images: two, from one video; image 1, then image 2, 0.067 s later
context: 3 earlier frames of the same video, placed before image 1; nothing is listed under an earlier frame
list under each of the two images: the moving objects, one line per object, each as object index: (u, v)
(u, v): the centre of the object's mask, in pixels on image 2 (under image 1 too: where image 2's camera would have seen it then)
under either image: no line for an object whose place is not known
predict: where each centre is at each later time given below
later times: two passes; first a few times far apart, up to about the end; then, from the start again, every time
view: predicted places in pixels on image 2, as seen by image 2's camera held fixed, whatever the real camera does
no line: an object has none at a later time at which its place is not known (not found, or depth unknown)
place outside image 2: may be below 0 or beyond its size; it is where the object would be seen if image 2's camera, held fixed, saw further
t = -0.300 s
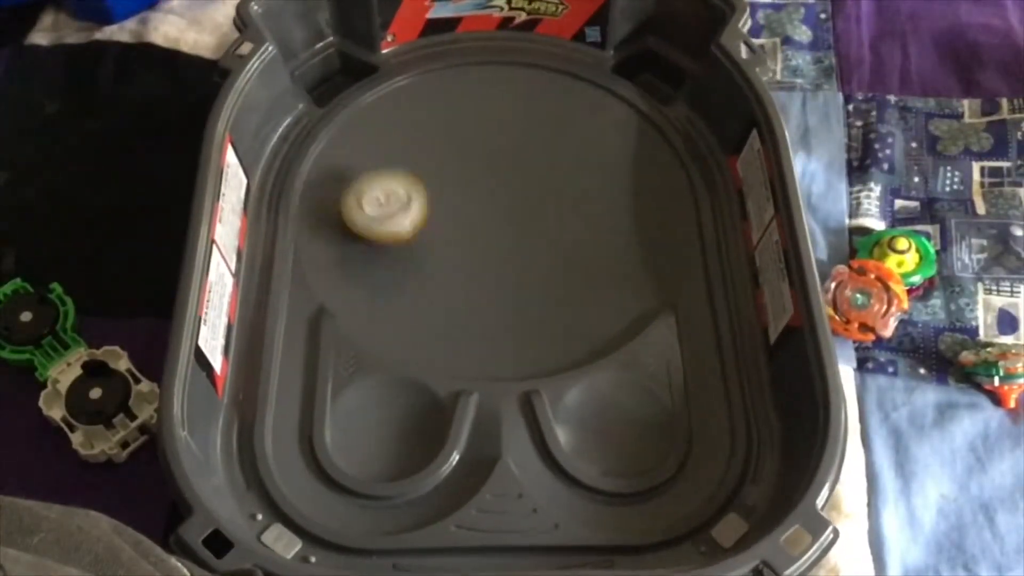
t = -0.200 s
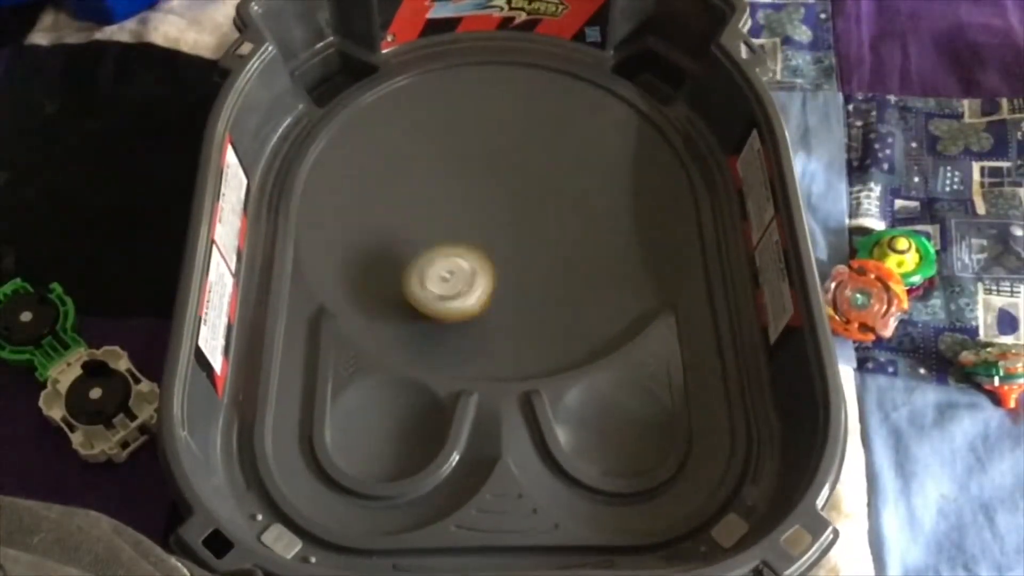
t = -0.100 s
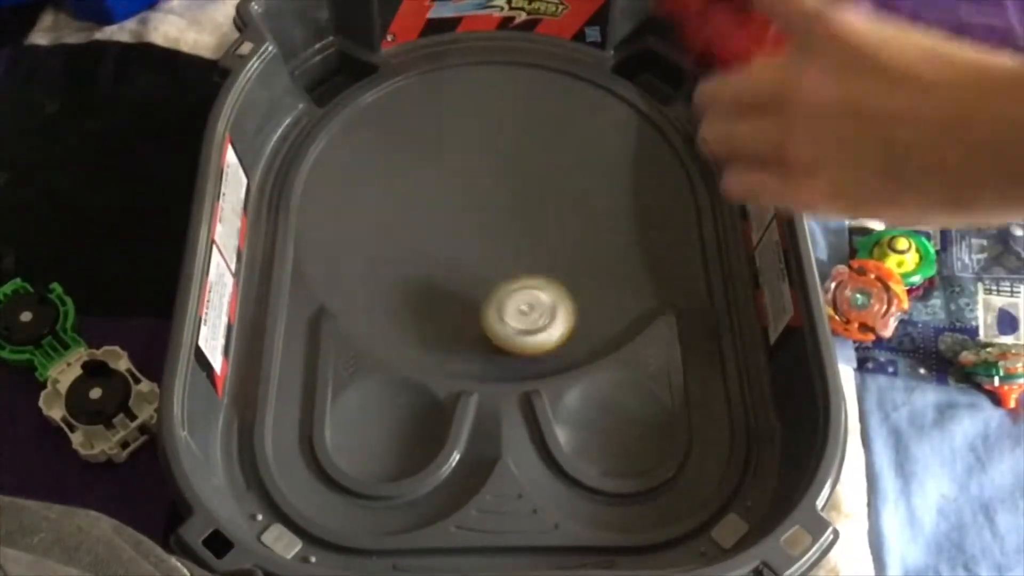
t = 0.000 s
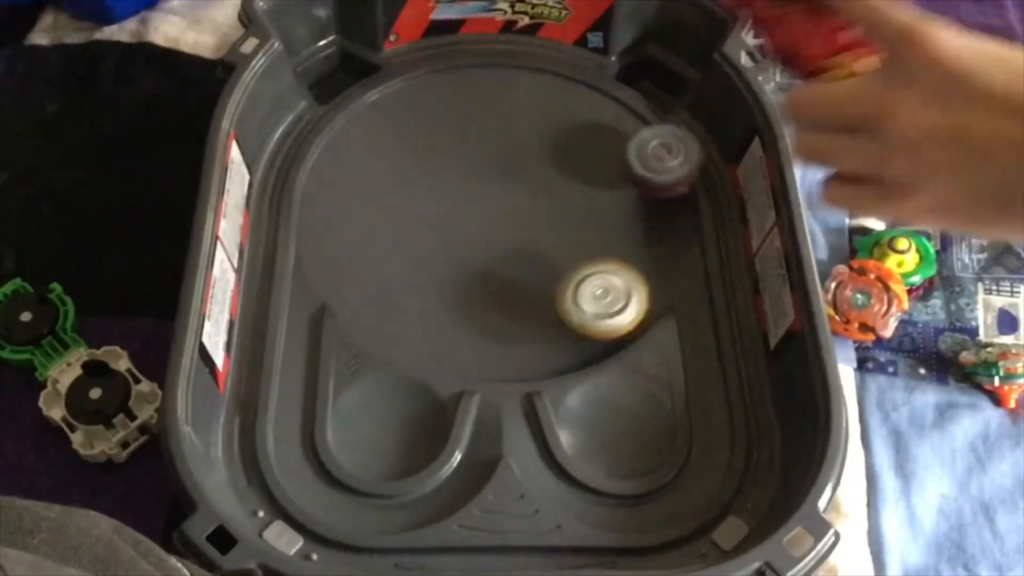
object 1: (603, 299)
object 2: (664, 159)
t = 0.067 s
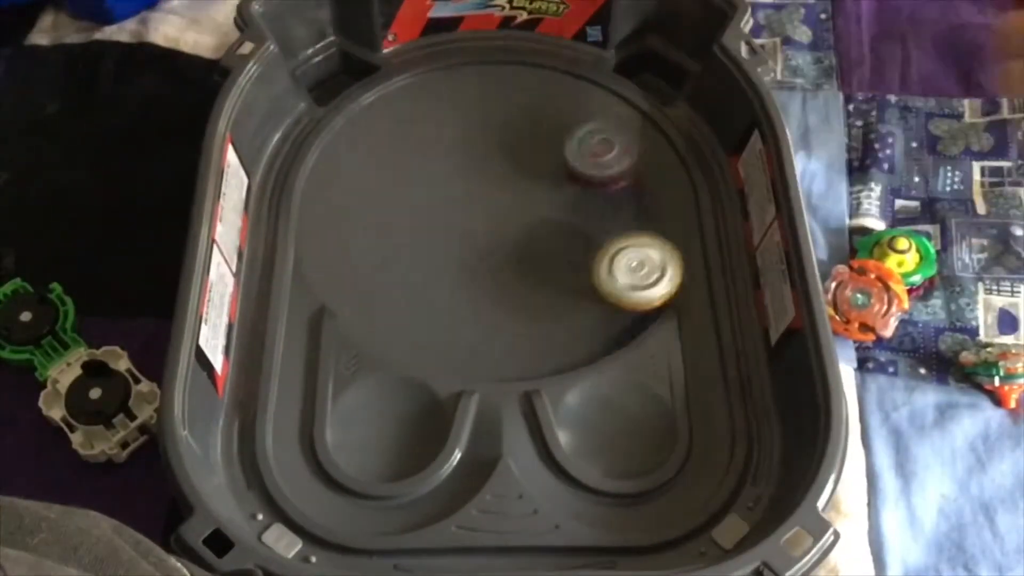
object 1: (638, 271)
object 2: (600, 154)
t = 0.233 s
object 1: (652, 190)
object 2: (483, 185)
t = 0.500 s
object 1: (484, 125)
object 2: (485, 308)
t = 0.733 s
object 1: (382, 240)
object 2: (605, 301)
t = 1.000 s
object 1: (526, 294)
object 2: (576, 193)
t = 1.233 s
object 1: (564, 207)
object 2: (439, 174)
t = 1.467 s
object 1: (463, 173)
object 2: (372, 250)
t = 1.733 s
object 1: (418, 253)
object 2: (482, 308)
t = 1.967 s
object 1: (502, 247)
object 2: (599, 234)
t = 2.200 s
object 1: (498, 179)
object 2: (548, 119)
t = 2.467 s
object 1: (427, 186)
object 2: (402, 96)
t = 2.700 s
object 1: (476, 212)
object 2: (369, 192)
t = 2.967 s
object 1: (504, 157)
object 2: (503, 256)
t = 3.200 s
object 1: (479, 165)
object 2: (616, 196)
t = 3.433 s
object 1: (494, 173)
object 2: (602, 101)
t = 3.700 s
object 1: (531, 176)
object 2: (495, 95)
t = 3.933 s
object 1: (535, 200)
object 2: (433, 168)
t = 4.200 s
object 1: (563, 198)
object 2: (471, 252)
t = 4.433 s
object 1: (558, 193)
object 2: (550, 270)
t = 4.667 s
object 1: (540, 188)
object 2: (601, 239)
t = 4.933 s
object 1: (514, 195)
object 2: (602, 194)
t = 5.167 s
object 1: (493, 218)
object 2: (565, 171)
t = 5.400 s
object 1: (475, 231)
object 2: (520, 170)
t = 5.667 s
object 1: (454, 242)
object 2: (498, 169)
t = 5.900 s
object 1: (453, 249)
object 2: (477, 173)
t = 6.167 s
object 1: (463, 250)
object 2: (494, 167)
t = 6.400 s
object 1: (481, 231)
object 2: (509, 156)
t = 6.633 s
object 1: (470, 224)
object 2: (534, 132)
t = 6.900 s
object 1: (477, 217)
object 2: (542, 116)
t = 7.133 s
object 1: (490, 200)
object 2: (542, 133)
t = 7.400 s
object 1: (468, 209)
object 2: (578, 150)
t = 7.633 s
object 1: (466, 219)
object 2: (587, 173)
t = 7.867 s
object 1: (480, 220)
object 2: (582, 209)
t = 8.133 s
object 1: (486, 203)
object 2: (576, 249)
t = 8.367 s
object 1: (489, 185)
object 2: (562, 263)
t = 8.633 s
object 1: (494, 171)
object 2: (521, 257)
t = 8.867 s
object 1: (503, 166)
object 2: (472, 236)
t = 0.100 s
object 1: (649, 258)
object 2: (572, 157)
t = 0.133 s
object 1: (657, 241)
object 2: (545, 160)
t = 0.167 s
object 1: (659, 225)
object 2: (522, 165)
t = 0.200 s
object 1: (658, 207)
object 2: (500, 173)
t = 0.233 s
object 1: (652, 190)
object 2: (483, 185)
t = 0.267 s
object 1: (641, 173)
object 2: (471, 200)
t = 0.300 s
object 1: (627, 158)
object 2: (461, 216)
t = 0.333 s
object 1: (609, 145)
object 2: (454, 233)
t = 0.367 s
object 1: (587, 133)
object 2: (451, 250)
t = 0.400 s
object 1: (563, 127)
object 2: (451, 266)
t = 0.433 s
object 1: (537, 122)
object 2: (458, 282)
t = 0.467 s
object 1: (510, 121)
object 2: (470, 297)
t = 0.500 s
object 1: (484, 125)
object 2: (485, 308)
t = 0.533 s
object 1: (459, 133)
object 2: (503, 315)
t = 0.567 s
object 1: (436, 143)
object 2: (522, 320)
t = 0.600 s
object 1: (415, 158)
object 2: (541, 321)
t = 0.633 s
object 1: (399, 175)
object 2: (561, 322)
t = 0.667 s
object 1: (388, 195)
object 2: (579, 316)
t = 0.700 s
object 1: (381, 218)
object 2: (592, 309)
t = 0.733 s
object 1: (382, 240)
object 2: (605, 301)
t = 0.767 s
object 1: (389, 260)
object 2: (614, 288)
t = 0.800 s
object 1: (403, 278)
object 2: (620, 275)
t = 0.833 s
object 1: (421, 292)
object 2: (622, 260)
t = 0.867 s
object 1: (443, 301)
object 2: (621, 246)
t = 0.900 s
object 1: (465, 305)
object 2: (616, 233)
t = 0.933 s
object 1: (487, 305)
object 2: (606, 219)
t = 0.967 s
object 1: (507, 302)
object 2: (592, 206)
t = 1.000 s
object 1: (526, 294)
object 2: (576, 193)
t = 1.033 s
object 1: (542, 285)
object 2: (558, 183)
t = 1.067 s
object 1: (555, 272)
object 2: (540, 176)
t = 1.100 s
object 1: (565, 259)
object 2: (520, 171)
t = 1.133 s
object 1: (571, 245)
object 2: (499, 170)
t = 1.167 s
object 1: (572, 232)
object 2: (479, 169)
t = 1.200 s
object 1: (571, 219)
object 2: (459, 171)
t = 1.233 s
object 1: (564, 207)
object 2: (439, 174)
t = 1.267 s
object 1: (555, 196)
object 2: (421, 181)
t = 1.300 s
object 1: (542, 187)
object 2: (405, 189)
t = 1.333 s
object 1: (528, 180)
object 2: (392, 199)
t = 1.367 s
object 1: (512, 174)
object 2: (381, 211)
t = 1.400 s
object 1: (496, 172)
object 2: (375, 224)
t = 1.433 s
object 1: (480, 171)
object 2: (372, 236)
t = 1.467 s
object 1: (463, 173)
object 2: (372, 250)
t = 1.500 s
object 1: (448, 177)
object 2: (376, 263)
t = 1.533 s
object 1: (435, 184)
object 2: (382, 278)
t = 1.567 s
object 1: (423, 192)
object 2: (393, 287)
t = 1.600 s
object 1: (415, 203)
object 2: (407, 296)
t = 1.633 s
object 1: (410, 216)
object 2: (422, 302)
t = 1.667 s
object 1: (408, 229)
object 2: (441, 307)
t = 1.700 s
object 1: (412, 243)
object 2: (459, 307)
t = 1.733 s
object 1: (418, 253)
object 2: (482, 308)
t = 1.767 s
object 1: (425, 256)
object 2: (506, 310)
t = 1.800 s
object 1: (436, 258)
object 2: (528, 306)
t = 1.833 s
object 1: (449, 259)
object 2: (549, 297)
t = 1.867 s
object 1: (465, 259)
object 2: (568, 284)
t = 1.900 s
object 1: (480, 257)
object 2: (583, 270)
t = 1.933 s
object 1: (492, 253)
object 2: (593, 253)
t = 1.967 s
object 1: (502, 247)
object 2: (599, 234)
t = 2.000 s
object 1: (508, 239)
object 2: (602, 216)
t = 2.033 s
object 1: (512, 230)
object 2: (600, 196)
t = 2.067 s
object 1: (513, 220)
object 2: (596, 177)
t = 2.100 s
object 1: (512, 209)
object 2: (589, 160)
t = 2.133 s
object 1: (509, 199)
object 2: (579, 146)
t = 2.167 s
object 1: (504, 189)
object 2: (564, 129)
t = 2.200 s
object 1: (498, 179)
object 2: (548, 119)
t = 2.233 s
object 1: (491, 170)
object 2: (530, 106)
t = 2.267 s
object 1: (481, 164)
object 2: (511, 98)
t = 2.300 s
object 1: (469, 162)
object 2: (493, 90)
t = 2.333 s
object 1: (457, 162)
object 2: (474, 85)
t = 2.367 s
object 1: (445, 164)
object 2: (454, 84)
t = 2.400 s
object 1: (436, 170)
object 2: (436, 85)
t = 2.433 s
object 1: (429, 177)
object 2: (417, 89)
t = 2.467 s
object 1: (427, 186)
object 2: (402, 96)
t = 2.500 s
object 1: (429, 196)
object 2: (388, 105)
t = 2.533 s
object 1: (436, 204)
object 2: (376, 117)
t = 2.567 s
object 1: (444, 209)
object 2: (367, 130)
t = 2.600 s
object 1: (454, 212)
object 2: (363, 143)
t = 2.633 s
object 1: (462, 213)
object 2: (361, 159)
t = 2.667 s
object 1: (470, 214)
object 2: (362, 175)
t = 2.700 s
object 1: (476, 212)
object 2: (369, 192)
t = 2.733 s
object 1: (483, 207)
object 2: (378, 206)
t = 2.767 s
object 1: (491, 201)
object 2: (390, 220)
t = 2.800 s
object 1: (498, 193)
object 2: (405, 231)
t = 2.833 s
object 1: (504, 185)
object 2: (421, 241)
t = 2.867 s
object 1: (508, 177)
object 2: (440, 248)
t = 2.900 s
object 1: (509, 169)
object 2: (460, 253)
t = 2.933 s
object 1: (508, 163)
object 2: (481, 255)
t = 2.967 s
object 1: (504, 157)
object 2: (503, 256)
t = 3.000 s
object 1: (499, 154)
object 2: (524, 253)
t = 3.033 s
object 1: (492, 152)
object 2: (543, 248)
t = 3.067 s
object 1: (486, 154)
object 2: (562, 242)
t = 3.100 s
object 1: (481, 156)
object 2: (579, 232)
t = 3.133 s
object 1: (479, 159)
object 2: (594, 221)
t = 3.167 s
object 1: (478, 162)
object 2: (607, 208)
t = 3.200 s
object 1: (479, 165)
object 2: (616, 196)
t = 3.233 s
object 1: (479, 168)
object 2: (623, 180)
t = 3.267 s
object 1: (481, 170)
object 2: (625, 166)
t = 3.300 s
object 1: (483, 172)
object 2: (626, 151)
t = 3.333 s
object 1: (485, 174)
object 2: (624, 137)
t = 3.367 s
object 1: (487, 174)
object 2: (620, 124)
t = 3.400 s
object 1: (490, 174)
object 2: (612, 112)
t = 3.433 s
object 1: (494, 173)
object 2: (602, 101)
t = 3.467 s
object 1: (500, 171)
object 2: (591, 93)
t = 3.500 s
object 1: (508, 170)
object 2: (579, 87)
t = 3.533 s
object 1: (515, 169)
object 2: (567, 84)
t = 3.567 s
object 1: (521, 169)
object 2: (552, 82)
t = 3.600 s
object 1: (526, 170)
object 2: (538, 82)
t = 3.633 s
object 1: (529, 172)
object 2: (523, 84)
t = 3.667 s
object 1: (530, 174)
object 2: (509, 89)
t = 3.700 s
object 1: (531, 176)
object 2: (495, 95)
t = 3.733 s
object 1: (530, 179)
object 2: (483, 104)
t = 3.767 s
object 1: (527, 181)
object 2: (472, 115)
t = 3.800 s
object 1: (524, 182)
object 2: (462, 128)
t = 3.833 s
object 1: (521, 184)
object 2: (455, 140)
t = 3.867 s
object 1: (525, 191)
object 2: (442, 146)
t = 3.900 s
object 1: (530, 196)
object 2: (436, 158)
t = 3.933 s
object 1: (535, 200)
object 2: (433, 168)
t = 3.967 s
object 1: (540, 203)
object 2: (432, 180)
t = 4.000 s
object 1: (546, 204)
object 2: (433, 193)
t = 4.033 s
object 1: (550, 204)
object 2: (434, 205)
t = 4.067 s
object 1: (554, 203)
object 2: (439, 216)
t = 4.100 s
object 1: (558, 202)
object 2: (446, 227)
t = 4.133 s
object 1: (561, 201)
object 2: (453, 237)
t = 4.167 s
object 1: (563, 199)
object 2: (461, 245)
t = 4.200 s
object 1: (563, 198)
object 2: (471, 252)
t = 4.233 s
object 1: (564, 196)
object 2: (481, 259)
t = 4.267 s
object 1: (564, 195)
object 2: (492, 264)
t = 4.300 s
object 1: (563, 194)
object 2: (505, 268)
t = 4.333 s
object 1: (563, 193)
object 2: (516, 271)
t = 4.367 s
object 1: (561, 193)
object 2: (528, 272)
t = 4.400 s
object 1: (560, 192)
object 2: (540, 270)
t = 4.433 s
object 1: (558, 193)
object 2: (550, 270)
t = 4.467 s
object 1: (556, 193)
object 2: (560, 268)
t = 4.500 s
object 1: (554, 192)
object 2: (569, 264)
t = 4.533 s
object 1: (551, 192)
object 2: (578, 259)
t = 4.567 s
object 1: (549, 191)
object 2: (585, 254)
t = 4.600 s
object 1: (545, 190)
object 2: (591, 250)
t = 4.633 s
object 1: (542, 189)
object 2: (596, 245)
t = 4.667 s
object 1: (540, 188)
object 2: (601, 239)
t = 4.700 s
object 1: (538, 188)
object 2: (604, 233)
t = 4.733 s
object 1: (536, 188)
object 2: (605, 228)
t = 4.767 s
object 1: (531, 187)
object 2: (608, 220)
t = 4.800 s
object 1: (526, 187)
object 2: (608, 214)
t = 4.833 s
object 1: (523, 188)
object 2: (608, 209)
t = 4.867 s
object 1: (520, 190)
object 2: (606, 204)
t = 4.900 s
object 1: (518, 192)
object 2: (604, 199)
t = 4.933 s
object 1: (514, 195)
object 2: (602, 194)
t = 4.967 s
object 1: (509, 198)
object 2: (599, 190)
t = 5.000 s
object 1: (506, 201)
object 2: (595, 186)
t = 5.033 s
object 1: (503, 204)
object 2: (590, 182)
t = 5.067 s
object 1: (500, 208)
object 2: (585, 179)
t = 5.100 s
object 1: (498, 212)
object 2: (579, 176)
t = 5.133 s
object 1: (496, 215)
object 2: (572, 173)
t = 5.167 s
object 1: (493, 218)
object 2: (565, 171)
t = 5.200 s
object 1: (491, 221)
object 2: (557, 170)
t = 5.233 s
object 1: (488, 223)
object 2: (550, 169)
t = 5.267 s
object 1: (487, 225)
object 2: (542, 169)
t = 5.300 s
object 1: (485, 226)
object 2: (535, 170)
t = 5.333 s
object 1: (483, 228)
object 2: (529, 170)
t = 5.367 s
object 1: (479, 230)
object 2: (524, 170)
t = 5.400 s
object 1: (475, 231)
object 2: (520, 170)
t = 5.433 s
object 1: (473, 232)
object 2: (514, 170)
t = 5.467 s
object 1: (471, 233)
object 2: (510, 171)
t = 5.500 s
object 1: (469, 233)
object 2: (507, 171)
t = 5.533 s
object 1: (467, 234)
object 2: (504, 171)
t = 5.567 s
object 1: (465, 235)
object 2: (500, 172)
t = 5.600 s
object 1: (461, 237)
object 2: (499, 170)
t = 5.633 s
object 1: (457, 240)
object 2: (499, 169)
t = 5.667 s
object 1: (454, 242)
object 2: (498, 169)
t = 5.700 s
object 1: (452, 244)
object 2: (495, 169)
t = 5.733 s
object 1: (451, 245)
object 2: (492, 169)
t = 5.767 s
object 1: (450, 247)
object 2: (489, 169)
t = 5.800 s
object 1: (450, 248)
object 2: (486, 169)
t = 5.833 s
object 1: (451, 248)
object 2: (482, 169)
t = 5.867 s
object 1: (452, 249)
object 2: (479, 171)
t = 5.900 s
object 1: (453, 249)
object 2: (477, 173)
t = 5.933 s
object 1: (455, 249)
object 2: (475, 175)
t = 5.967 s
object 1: (456, 248)
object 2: (475, 178)
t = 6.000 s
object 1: (458, 247)
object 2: (476, 180)
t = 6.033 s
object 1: (457, 248)
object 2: (481, 179)
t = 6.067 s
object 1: (457, 251)
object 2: (485, 175)
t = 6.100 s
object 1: (458, 252)
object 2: (489, 172)
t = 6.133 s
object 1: (460, 251)
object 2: (491, 170)
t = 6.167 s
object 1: (463, 250)
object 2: (494, 167)
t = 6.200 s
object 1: (466, 248)
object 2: (497, 166)
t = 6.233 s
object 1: (469, 246)
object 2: (499, 164)
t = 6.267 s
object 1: (472, 244)
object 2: (502, 162)
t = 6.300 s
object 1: (475, 241)
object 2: (503, 159)
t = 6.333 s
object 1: (477, 238)
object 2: (505, 158)
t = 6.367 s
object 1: (479, 235)
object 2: (507, 157)
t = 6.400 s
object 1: (481, 231)
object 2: (509, 156)
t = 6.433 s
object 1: (483, 228)
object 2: (510, 154)
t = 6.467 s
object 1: (485, 224)
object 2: (512, 154)
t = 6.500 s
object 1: (486, 220)
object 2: (513, 152)
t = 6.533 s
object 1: (488, 216)
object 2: (514, 151)
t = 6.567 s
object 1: (480, 220)
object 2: (525, 143)
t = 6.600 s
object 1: (474, 223)
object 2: (532, 137)
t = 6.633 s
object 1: (470, 224)
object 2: (534, 132)
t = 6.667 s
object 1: (468, 224)
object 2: (536, 128)
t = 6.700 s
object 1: (469, 224)
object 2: (539, 126)
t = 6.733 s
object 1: (470, 223)
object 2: (541, 122)
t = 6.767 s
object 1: (471, 222)
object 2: (541, 120)
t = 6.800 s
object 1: (472, 221)
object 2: (541, 119)
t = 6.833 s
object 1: (474, 219)
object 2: (541, 118)
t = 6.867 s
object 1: (476, 218)
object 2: (543, 118)
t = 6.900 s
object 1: (477, 217)
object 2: (542, 116)
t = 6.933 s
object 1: (480, 215)
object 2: (542, 116)
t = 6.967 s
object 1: (481, 213)
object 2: (542, 118)
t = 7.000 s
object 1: (483, 211)
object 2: (542, 120)
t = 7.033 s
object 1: (485, 208)
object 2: (542, 122)
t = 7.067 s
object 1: (486, 206)
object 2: (542, 125)
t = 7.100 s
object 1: (488, 204)
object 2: (542, 128)
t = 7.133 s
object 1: (490, 200)
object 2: (542, 133)
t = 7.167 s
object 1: (491, 199)
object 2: (543, 138)
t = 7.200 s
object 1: (493, 196)
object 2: (544, 142)
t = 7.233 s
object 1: (484, 199)
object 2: (553, 141)
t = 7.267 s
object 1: (476, 203)
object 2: (562, 142)
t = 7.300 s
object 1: (473, 204)
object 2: (568, 144)
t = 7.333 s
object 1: (470, 206)
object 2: (572, 146)
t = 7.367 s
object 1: (469, 208)
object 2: (575, 148)
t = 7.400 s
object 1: (468, 209)
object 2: (578, 150)
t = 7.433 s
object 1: (466, 211)
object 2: (581, 152)
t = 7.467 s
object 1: (466, 212)
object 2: (583, 156)
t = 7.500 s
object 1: (464, 213)
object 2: (585, 159)
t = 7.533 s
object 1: (465, 215)
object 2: (586, 162)
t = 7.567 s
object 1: (464, 216)
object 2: (586, 166)
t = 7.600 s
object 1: (465, 218)
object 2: (586, 170)
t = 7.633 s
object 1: (466, 219)
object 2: (587, 173)
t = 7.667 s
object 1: (466, 220)
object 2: (587, 179)
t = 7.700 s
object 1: (469, 221)
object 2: (586, 183)
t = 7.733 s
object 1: (470, 221)
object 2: (586, 188)
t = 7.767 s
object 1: (473, 222)
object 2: (585, 193)
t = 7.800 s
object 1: (475, 221)
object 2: (584, 199)
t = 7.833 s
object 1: (477, 221)
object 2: (584, 204)
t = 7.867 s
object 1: (480, 220)
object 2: (582, 209)
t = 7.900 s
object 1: (482, 220)
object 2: (581, 214)
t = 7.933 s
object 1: (486, 219)
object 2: (579, 219)
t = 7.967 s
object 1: (487, 217)
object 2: (576, 223)
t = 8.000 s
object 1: (488, 215)
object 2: (575, 230)
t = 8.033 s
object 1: (486, 211)
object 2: (577, 236)
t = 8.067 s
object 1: (486, 208)
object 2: (576, 241)
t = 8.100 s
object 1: (485, 205)
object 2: (576, 246)
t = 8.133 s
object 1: (486, 203)
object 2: (576, 249)
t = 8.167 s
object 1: (485, 200)
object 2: (574, 253)
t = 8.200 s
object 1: (486, 198)
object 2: (573, 256)
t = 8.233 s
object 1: (486, 195)
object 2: (571, 258)
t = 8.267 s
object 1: (487, 193)
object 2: (569, 260)
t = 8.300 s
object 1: (488, 190)
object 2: (567, 261)
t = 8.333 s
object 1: (488, 188)
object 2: (564, 261)
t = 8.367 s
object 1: (489, 185)
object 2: (562, 263)
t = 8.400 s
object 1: (489, 184)
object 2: (559, 263)
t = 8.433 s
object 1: (490, 181)
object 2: (555, 263)
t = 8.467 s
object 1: (491, 180)
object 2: (550, 263)
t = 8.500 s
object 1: (491, 177)
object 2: (546, 262)
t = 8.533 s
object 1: (492, 176)
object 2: (540, 261)
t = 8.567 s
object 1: (493, 174)
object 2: (534, 260)
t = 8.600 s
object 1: (494, 173)
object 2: (528, 259)
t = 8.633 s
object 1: (494, 171)
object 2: (521, 257)
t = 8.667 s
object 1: (495, 170)
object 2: (514, 255)
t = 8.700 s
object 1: (497, 169)
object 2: (507, 253)
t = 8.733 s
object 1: (498, 169)
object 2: (500, 249)
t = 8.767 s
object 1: (499, 167)
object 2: (491, 247)
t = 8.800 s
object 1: (500, 167)
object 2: (485, 244)
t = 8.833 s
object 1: (501, 166)
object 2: (477, 240)
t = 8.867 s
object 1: (503, 166)
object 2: (472, 236)
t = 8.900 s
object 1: (504, 165)
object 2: (466, 233)
